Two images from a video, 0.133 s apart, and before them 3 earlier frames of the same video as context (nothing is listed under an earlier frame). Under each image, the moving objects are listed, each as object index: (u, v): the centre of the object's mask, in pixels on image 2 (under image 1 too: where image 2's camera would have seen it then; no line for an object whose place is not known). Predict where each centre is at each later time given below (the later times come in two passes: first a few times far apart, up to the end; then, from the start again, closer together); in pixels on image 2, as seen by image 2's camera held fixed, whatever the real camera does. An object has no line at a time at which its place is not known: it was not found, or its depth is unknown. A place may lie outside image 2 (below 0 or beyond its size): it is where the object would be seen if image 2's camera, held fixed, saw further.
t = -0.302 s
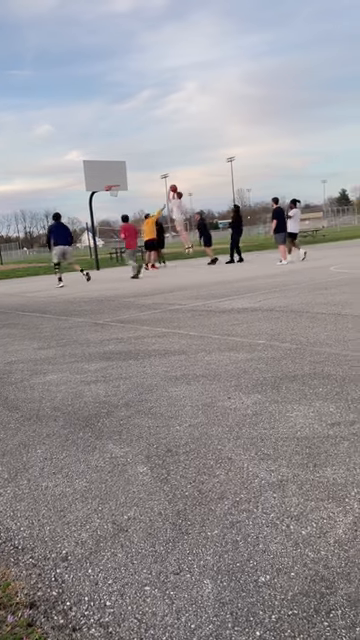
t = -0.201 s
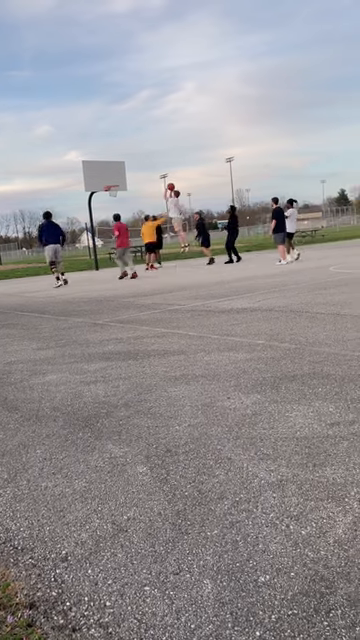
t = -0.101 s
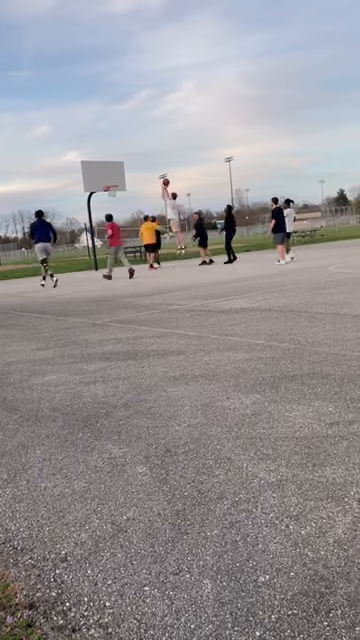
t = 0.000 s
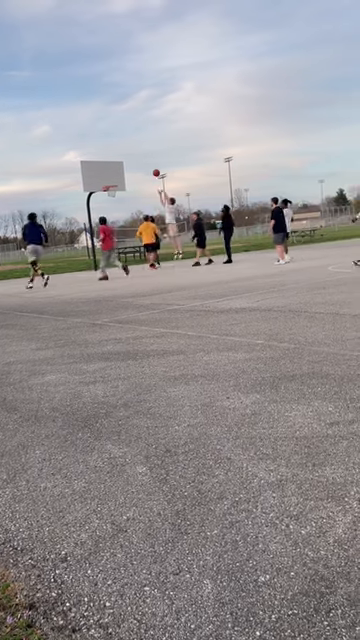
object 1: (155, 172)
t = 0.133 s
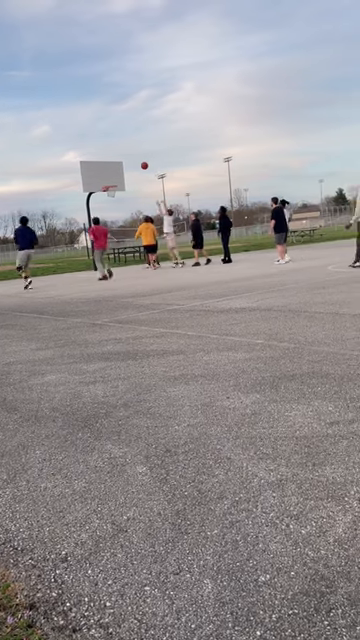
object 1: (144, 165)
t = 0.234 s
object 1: (139, 163)
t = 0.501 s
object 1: (120, 170)
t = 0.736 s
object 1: (108, 189)
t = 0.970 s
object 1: (111, 199)
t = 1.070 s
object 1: (113, 207)
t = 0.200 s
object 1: (141, 164)
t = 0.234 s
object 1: (139, 163)
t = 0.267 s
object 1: (136, 163)
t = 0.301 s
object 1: (134, 163)
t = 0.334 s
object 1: (131, 164)
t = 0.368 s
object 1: (129, 164)
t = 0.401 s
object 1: (127, 165)
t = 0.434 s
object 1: (125, 166)
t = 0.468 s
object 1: (123, 168)
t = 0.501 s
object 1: (120, 170)
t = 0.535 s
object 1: (119, 172)
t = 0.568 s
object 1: (117, 175)
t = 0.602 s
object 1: (115, 178)
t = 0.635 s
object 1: (113, 181)
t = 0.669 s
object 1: (111, 184)
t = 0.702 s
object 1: (109, 187)
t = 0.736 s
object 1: (108, 189)
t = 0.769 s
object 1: (108, 191)
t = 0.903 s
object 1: (110, 195)
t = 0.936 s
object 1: (111, 197)
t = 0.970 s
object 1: (111, 199)
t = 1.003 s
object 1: (112, 201)
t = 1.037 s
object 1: (113, 204)
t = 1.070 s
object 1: (113, 207)
